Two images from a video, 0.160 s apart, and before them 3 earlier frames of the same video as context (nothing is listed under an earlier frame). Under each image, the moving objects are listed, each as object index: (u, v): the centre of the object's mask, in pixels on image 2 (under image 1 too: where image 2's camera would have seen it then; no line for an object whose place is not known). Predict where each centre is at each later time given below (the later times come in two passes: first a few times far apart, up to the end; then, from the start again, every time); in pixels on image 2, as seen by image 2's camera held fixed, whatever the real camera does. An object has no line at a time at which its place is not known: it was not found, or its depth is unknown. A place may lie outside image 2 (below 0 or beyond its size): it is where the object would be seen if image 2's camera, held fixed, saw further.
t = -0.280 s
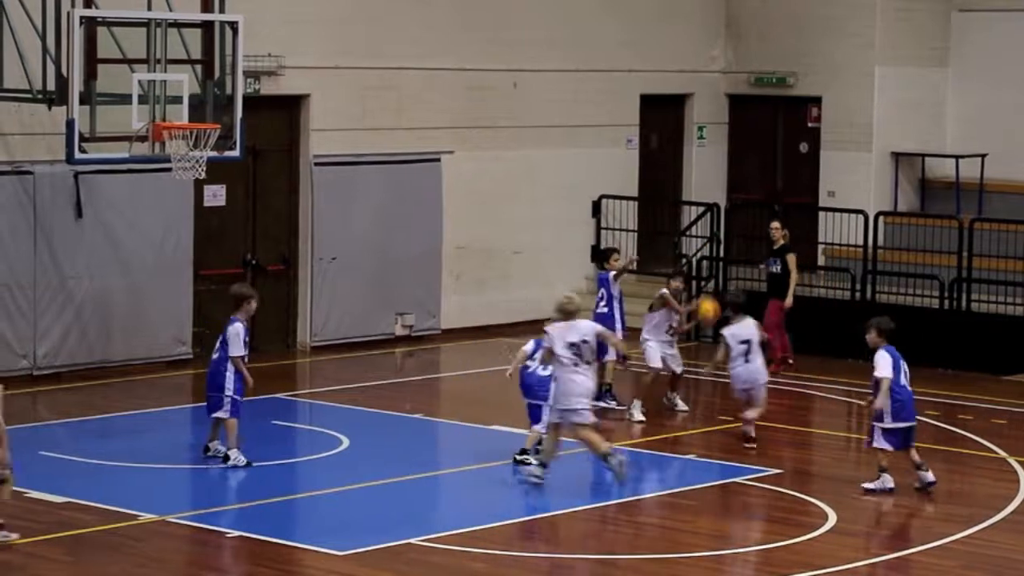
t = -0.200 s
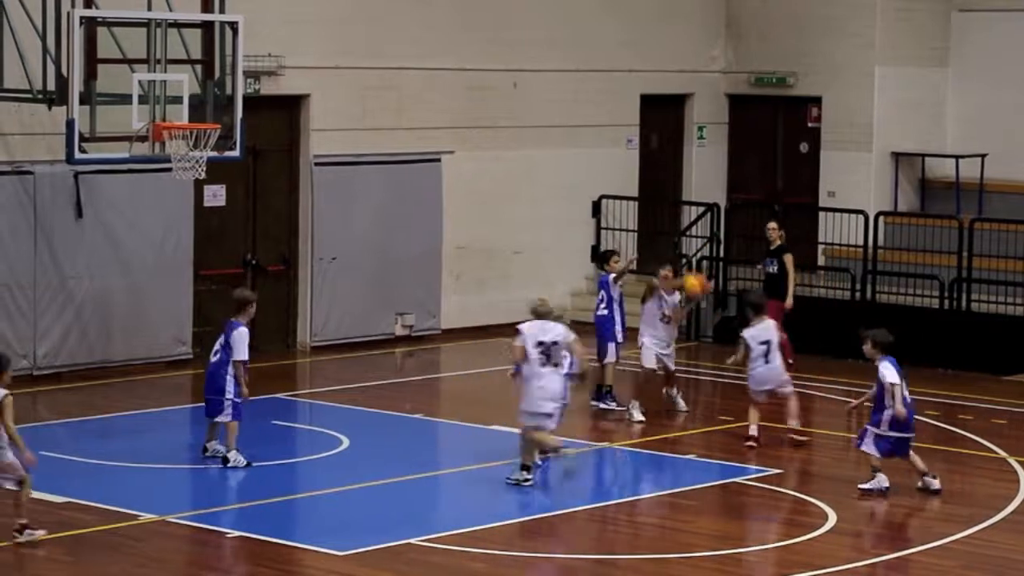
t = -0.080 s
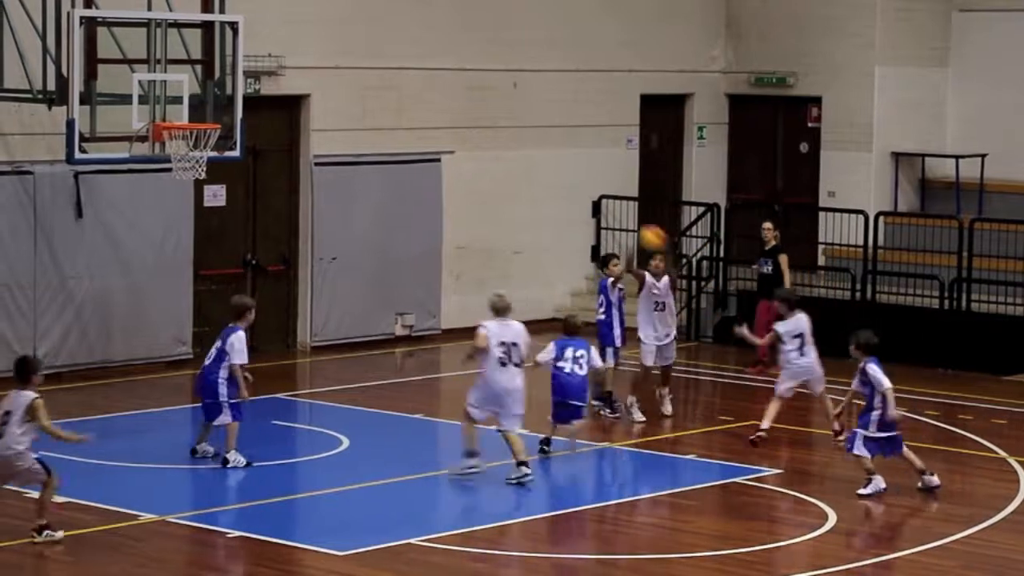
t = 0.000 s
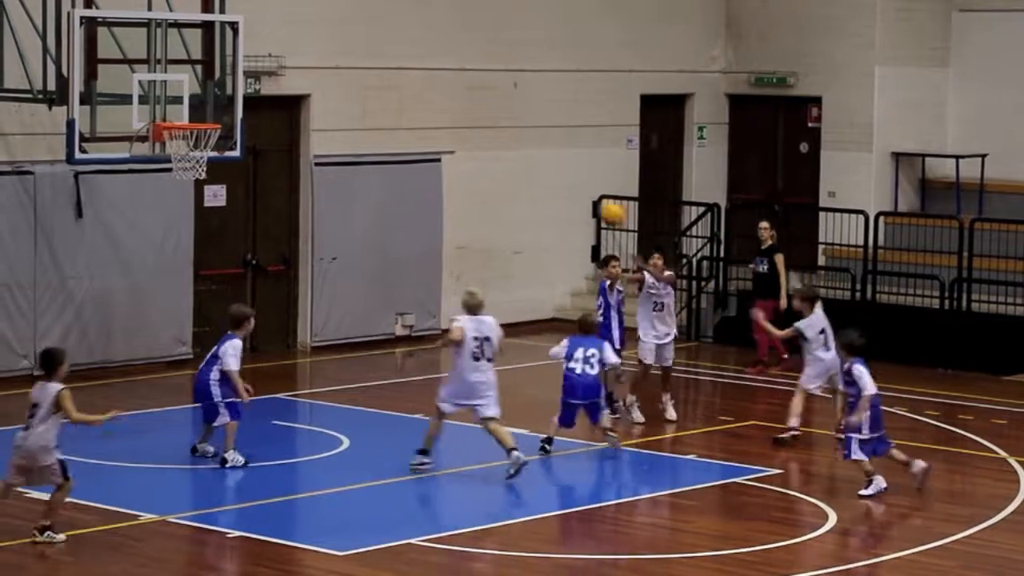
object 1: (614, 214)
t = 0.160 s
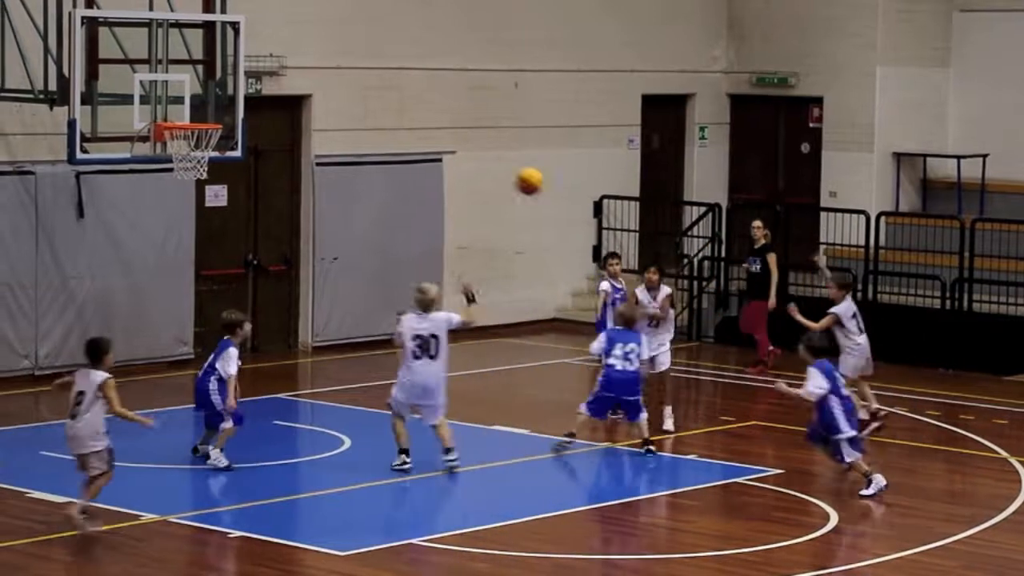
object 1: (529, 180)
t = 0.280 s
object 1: (462, 175)
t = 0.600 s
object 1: (260, 257)
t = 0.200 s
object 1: (507, 176)
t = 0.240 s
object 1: (484, 175)
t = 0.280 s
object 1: (462, 175)
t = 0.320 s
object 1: (438, 177)
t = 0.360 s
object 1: (414, 181)
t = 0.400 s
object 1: (390, 188)
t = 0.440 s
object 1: (364, 197)
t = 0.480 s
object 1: (339, 209)
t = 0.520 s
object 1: (313, 221)
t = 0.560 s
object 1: (286, 239)
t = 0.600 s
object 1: (260, 257)
